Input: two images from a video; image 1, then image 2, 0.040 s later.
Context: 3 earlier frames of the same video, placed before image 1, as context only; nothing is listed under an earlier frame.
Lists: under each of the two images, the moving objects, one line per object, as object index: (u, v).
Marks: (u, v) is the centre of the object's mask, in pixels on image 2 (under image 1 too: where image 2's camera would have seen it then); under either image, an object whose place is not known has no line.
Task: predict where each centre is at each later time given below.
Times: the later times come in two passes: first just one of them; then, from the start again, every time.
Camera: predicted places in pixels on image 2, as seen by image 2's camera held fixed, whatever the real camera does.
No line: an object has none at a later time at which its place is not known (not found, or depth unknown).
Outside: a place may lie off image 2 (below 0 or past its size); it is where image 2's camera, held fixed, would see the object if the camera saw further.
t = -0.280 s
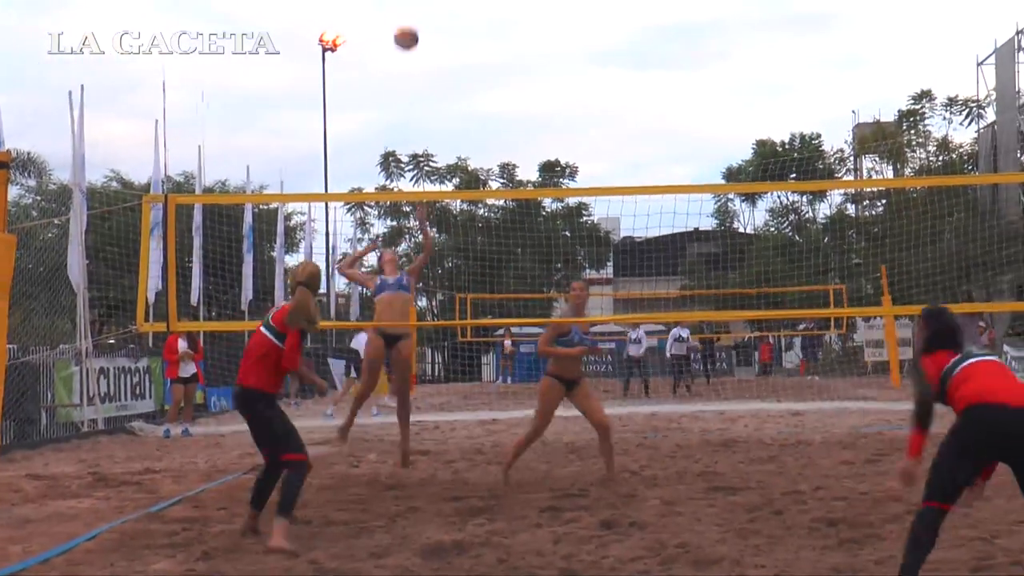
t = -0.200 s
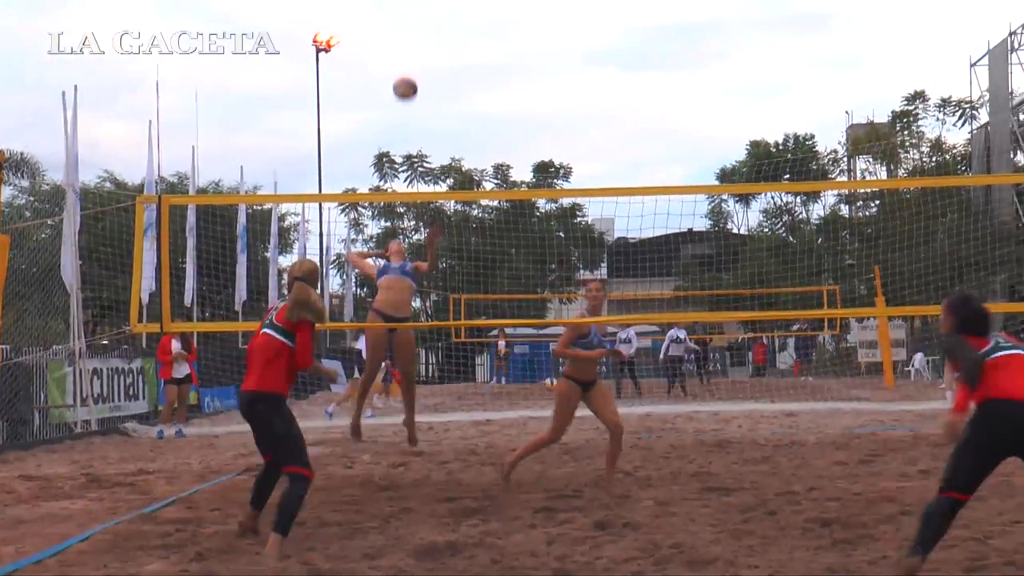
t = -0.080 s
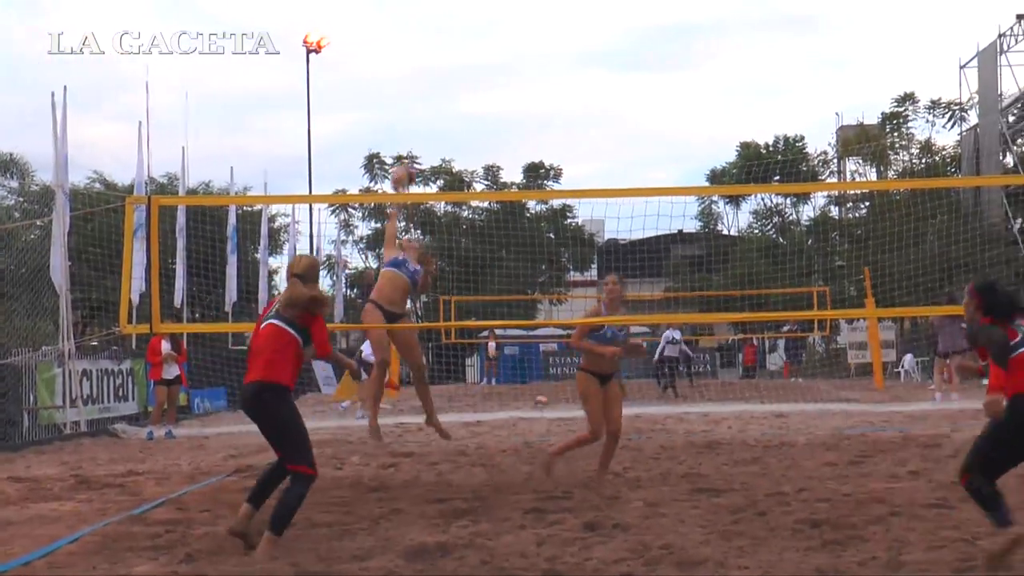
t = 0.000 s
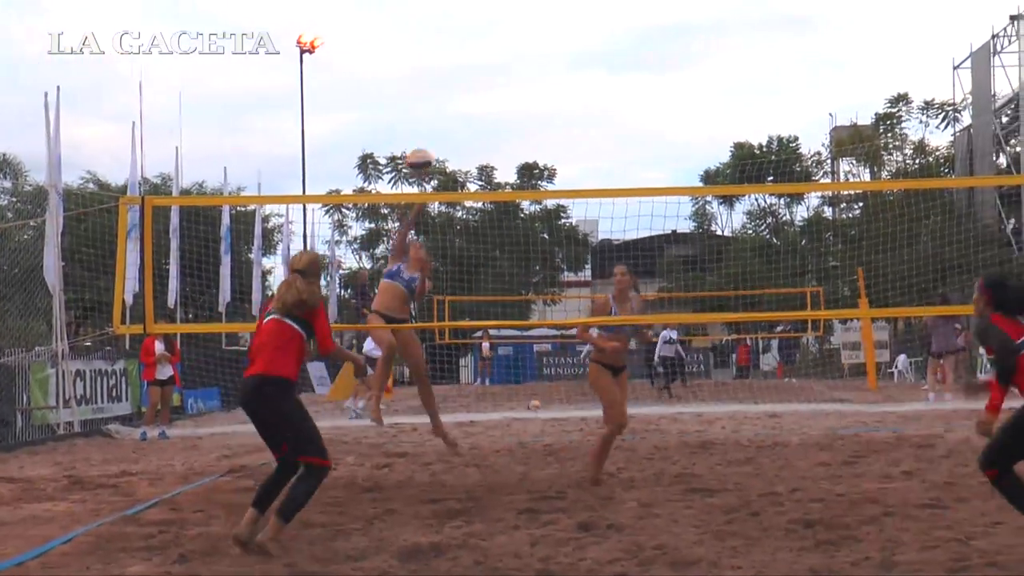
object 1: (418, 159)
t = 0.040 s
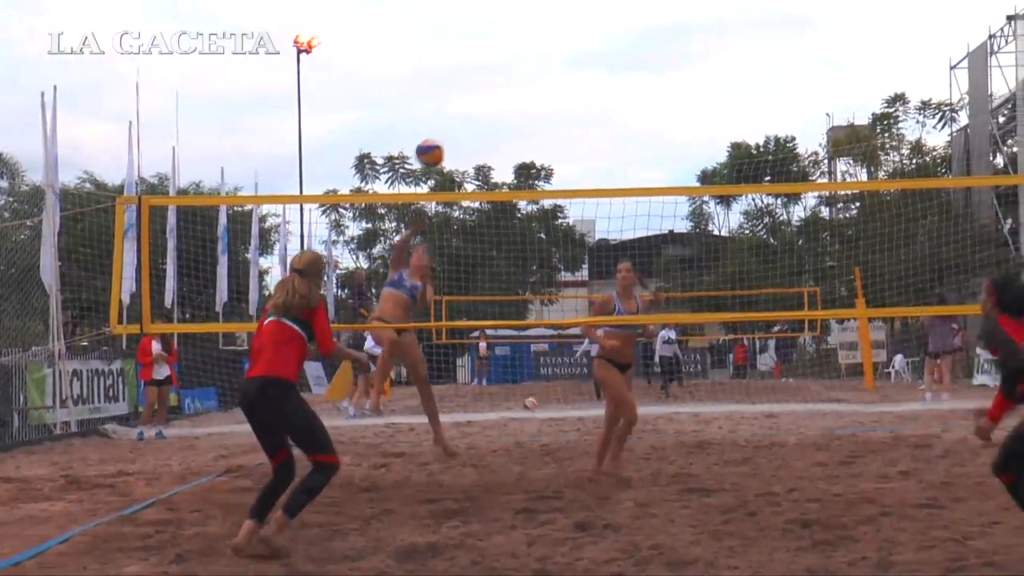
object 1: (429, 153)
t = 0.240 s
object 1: (506, 136)
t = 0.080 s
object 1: (442, 146)
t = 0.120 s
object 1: (455, 140)
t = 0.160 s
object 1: (470, 136)
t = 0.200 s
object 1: (487, 134)
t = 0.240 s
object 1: (506, 136)
